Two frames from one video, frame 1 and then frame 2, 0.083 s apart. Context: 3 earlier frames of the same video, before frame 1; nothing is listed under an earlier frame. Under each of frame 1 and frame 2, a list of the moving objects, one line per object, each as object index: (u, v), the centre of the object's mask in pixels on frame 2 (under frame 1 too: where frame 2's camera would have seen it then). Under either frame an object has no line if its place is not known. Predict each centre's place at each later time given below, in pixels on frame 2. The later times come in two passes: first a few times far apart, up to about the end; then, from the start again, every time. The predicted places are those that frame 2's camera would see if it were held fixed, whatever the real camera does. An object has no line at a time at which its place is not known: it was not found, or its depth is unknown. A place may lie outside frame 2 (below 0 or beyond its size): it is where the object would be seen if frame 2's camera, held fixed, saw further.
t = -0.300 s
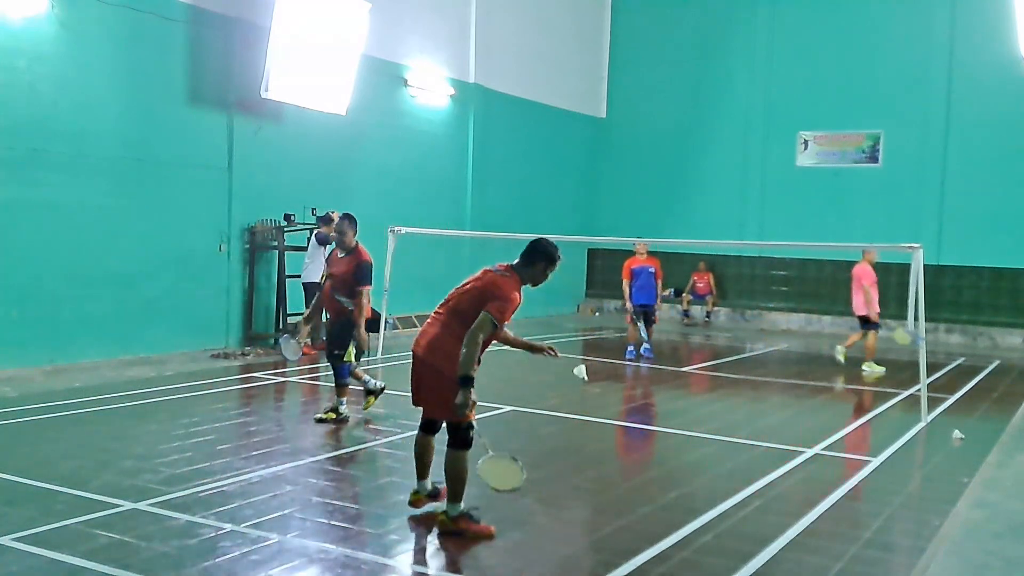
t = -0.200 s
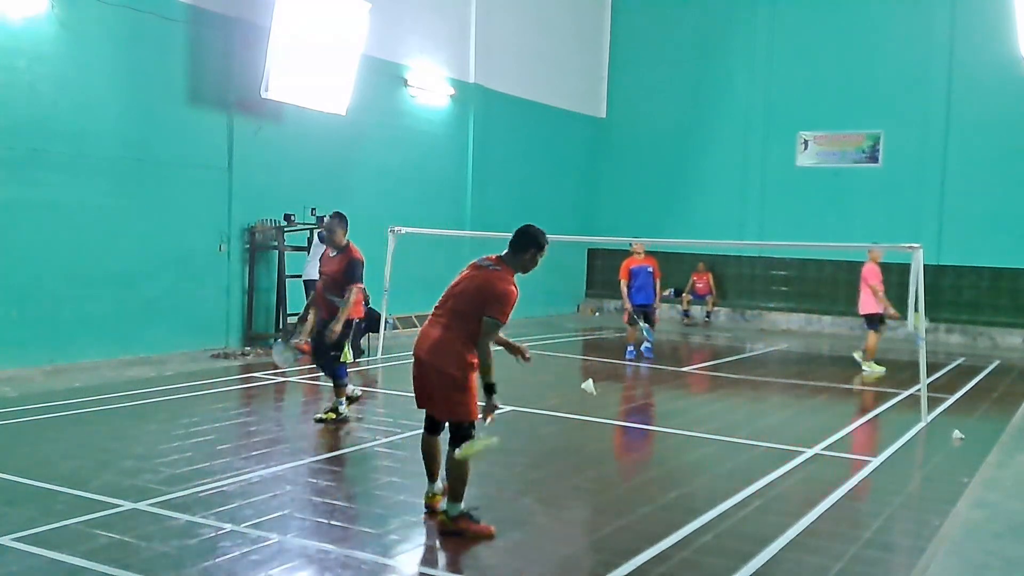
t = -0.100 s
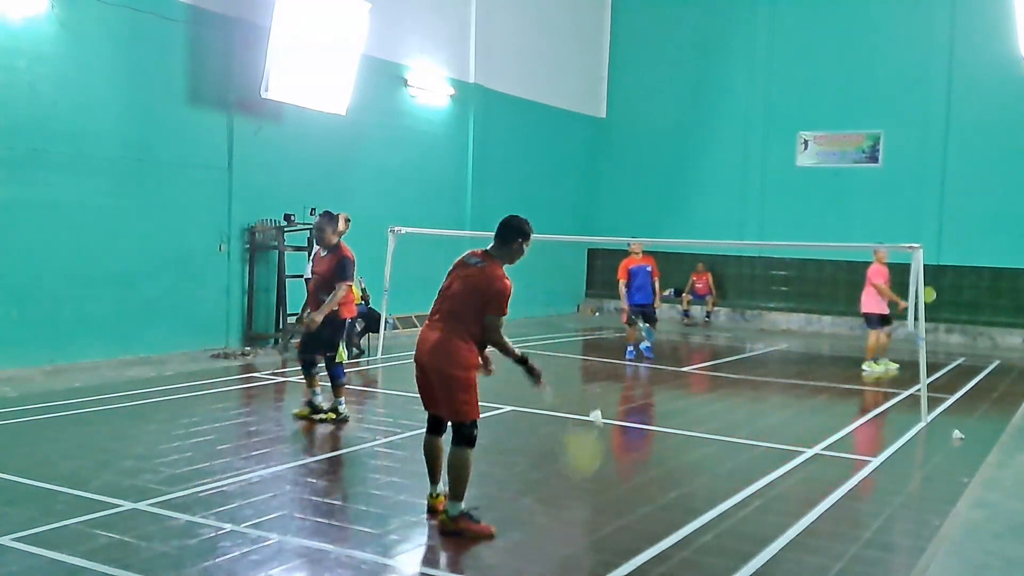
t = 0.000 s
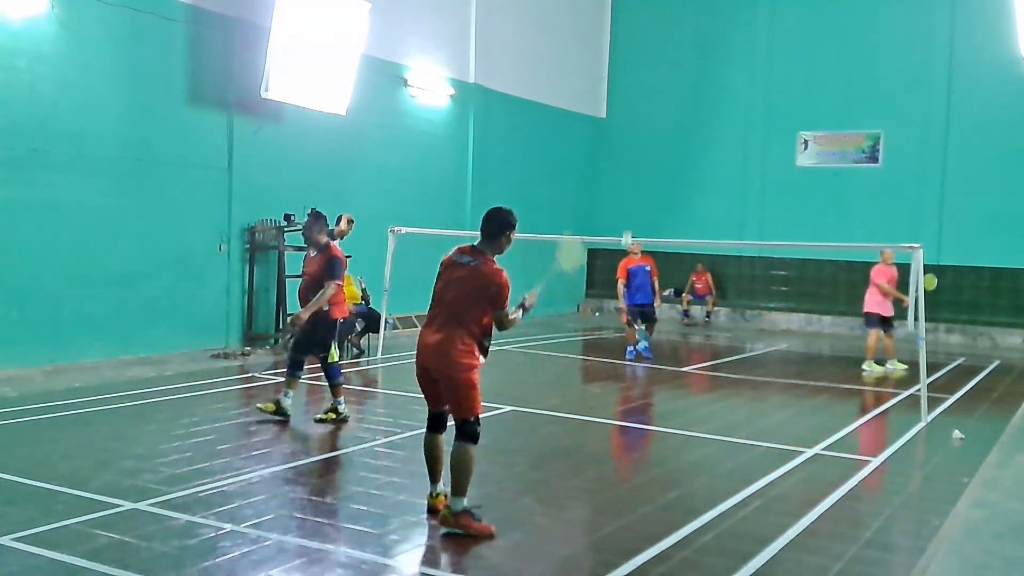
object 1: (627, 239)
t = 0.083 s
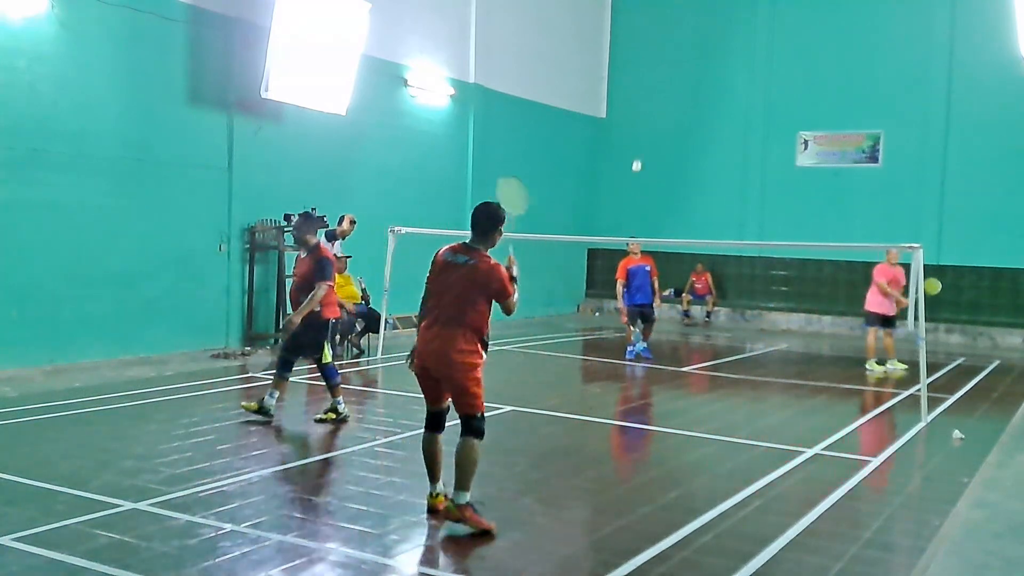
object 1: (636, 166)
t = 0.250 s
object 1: (648, 106)
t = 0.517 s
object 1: (657, 100)
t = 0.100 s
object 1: (638, 155)
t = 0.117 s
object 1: (639, 147)
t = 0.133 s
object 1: (641, 139)
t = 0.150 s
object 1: (643, 131)
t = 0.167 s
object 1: (643, 126)
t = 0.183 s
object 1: (644, 121)
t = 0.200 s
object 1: (646, 116)
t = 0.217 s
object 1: (647, 112)
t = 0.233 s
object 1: (647, 109)
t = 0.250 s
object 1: (648, 106)
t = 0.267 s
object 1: (649, 103)
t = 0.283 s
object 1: (650, 101)
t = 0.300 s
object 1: (650, 99)
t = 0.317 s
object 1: (651, 97)
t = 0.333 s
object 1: (652, 96)
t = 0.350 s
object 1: (652, 95)
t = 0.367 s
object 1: (653, 95)
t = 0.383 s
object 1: (653, 94)
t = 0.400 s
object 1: (654, 94)
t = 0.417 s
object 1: (654, 95)
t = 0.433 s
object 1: (655, 95)
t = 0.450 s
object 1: (656, 95)
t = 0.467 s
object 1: (656, 96)
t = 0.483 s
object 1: (656, 97)
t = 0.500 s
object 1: (657, 99)
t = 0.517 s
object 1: (657, 100)
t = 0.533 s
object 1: (658, 101)
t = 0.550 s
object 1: (658, 103)
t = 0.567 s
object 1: (658, 105)
